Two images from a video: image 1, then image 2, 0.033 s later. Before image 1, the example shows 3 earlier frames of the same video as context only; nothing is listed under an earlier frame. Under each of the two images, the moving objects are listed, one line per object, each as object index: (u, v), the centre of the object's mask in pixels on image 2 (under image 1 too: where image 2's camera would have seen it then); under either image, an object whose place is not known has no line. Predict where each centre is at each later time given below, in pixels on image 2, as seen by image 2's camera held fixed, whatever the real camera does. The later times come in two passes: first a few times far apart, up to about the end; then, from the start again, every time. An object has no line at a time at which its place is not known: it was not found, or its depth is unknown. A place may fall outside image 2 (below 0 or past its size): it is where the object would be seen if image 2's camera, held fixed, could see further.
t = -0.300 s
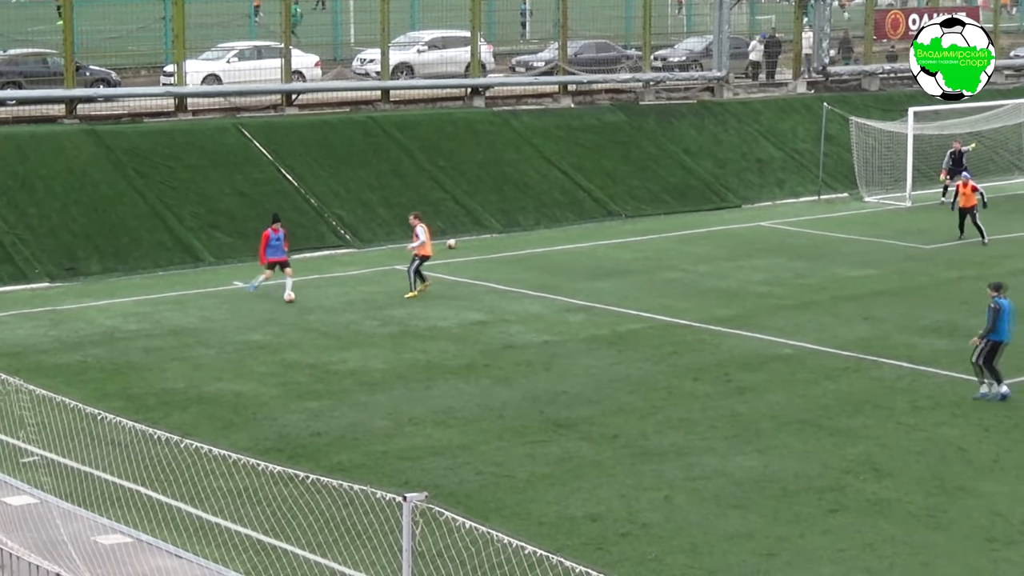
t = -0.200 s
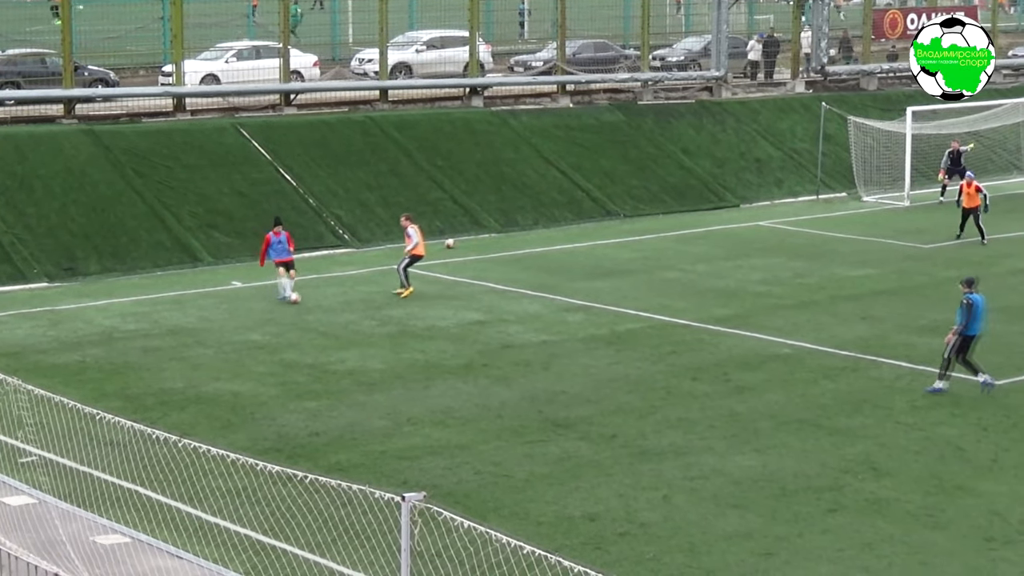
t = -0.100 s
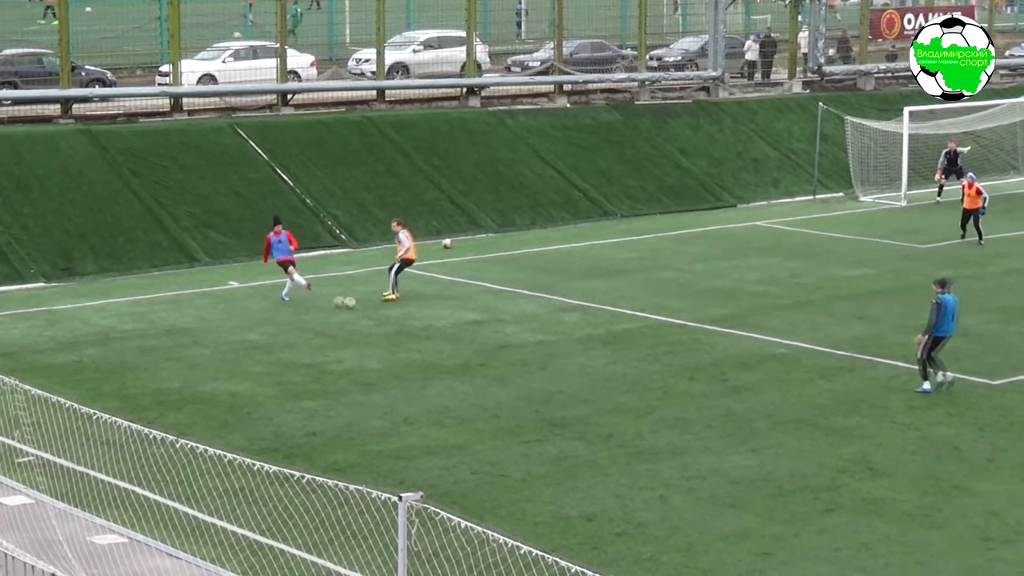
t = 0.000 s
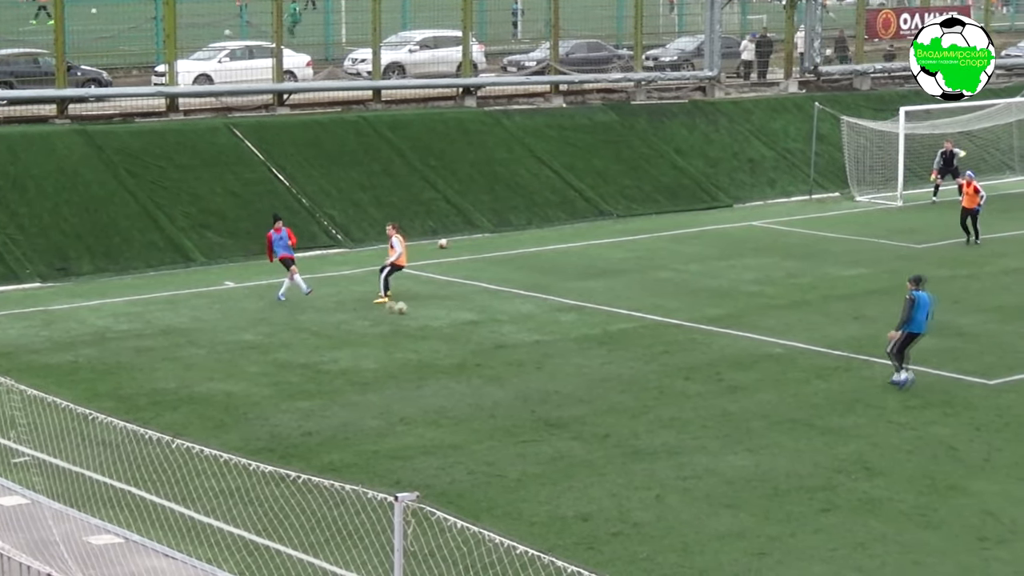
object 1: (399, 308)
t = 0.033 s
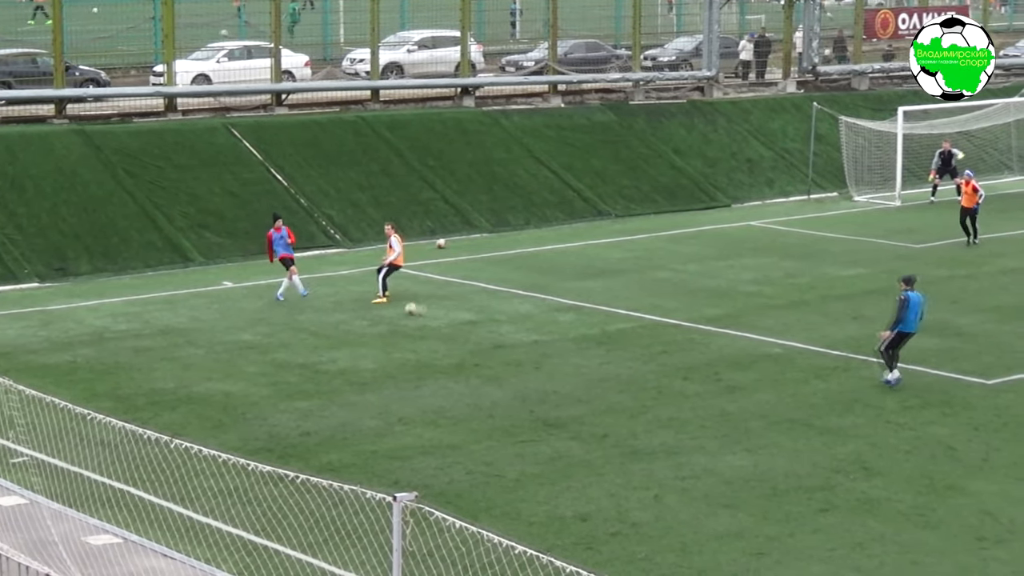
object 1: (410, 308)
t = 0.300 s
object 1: (549, 321)
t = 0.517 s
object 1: (643, 330)
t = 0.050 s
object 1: (422, 310)
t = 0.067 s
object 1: (432, 311)
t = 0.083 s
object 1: (442, 312)
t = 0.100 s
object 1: (452, 313)
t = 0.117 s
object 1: (454, 312)
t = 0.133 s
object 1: (464, 313)
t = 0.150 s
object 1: (474, 315)
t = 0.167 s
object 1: (484, 316)
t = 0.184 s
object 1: (493, 316)
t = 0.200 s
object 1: (499, 316)
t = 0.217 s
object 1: (508, 317)
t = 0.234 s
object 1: (515, 316)
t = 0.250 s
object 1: (524, 318)
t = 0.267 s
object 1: (533, 319)
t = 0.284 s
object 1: (541, 320)
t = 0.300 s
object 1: (549, 321)
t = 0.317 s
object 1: (557, 322)
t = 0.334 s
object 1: (564, 323)
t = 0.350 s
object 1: (571, 324)
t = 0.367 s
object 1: (579, 324)
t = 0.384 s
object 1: (588, 324)
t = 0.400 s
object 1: (594, 324)
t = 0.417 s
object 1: (601, 325)
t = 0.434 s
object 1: (607, 326)
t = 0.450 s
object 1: (615, 327)
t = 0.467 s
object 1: (623, 328)
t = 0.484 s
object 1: (631, 329)
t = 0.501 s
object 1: (638, 330)
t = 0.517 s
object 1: (643, 330)
